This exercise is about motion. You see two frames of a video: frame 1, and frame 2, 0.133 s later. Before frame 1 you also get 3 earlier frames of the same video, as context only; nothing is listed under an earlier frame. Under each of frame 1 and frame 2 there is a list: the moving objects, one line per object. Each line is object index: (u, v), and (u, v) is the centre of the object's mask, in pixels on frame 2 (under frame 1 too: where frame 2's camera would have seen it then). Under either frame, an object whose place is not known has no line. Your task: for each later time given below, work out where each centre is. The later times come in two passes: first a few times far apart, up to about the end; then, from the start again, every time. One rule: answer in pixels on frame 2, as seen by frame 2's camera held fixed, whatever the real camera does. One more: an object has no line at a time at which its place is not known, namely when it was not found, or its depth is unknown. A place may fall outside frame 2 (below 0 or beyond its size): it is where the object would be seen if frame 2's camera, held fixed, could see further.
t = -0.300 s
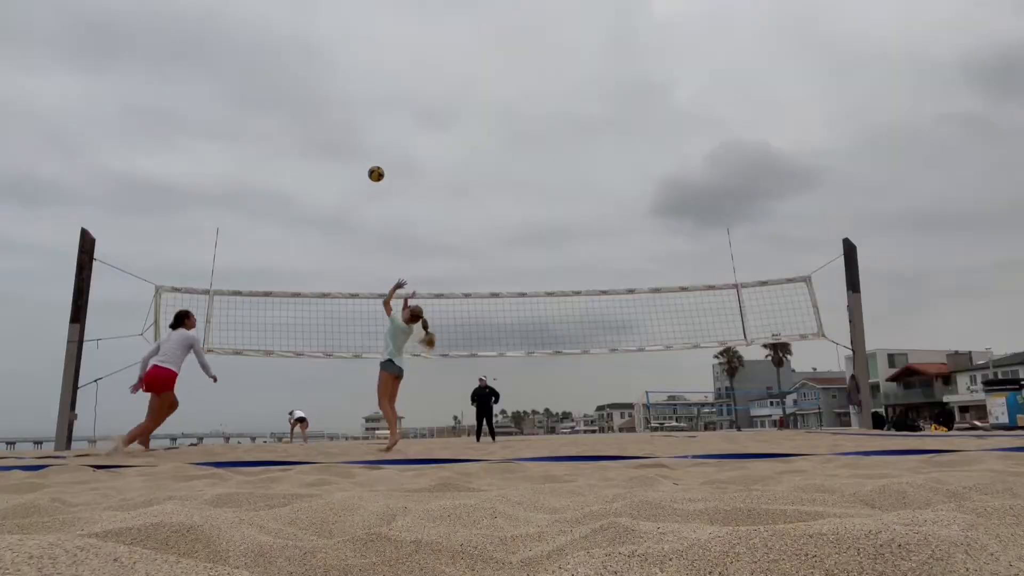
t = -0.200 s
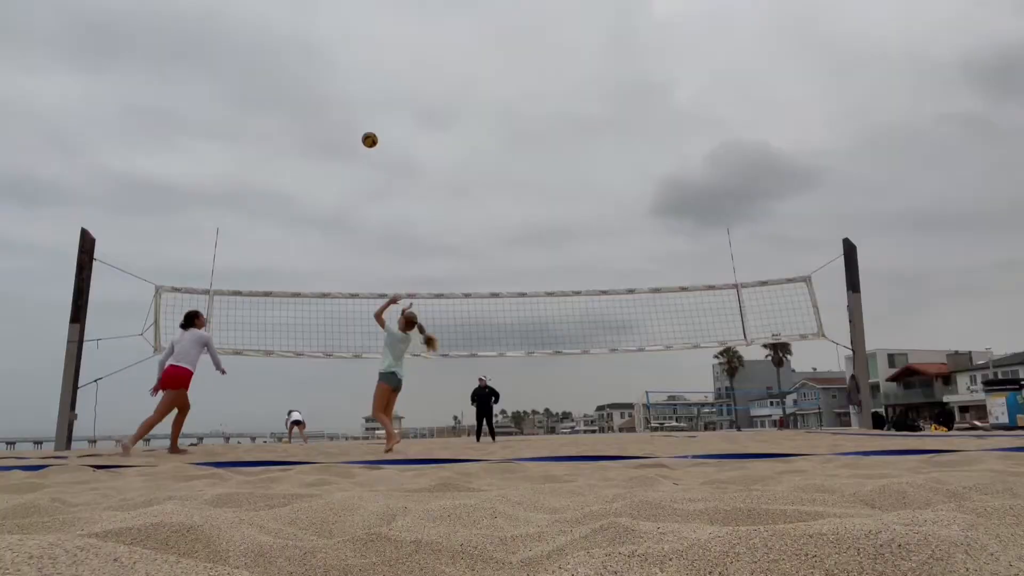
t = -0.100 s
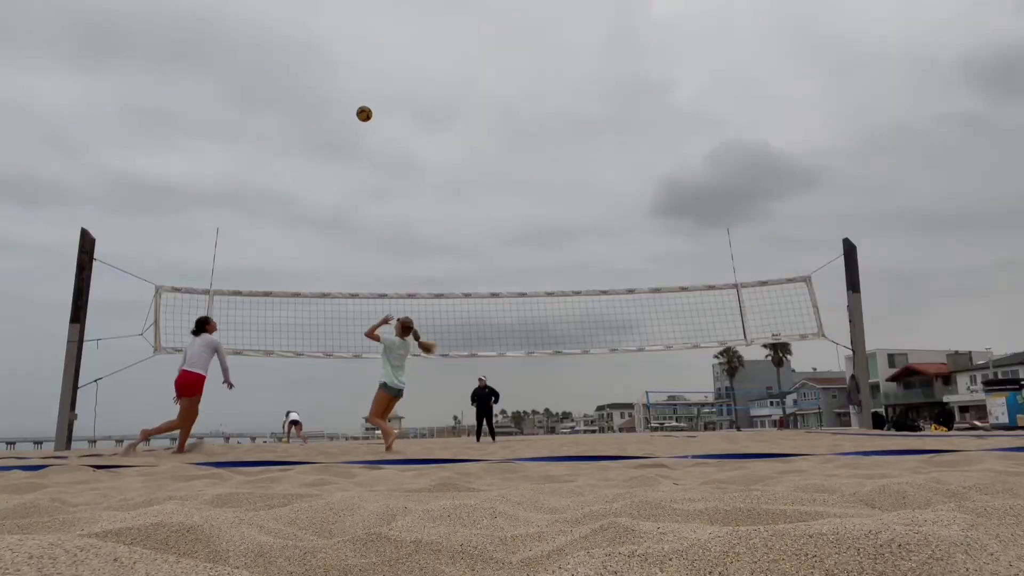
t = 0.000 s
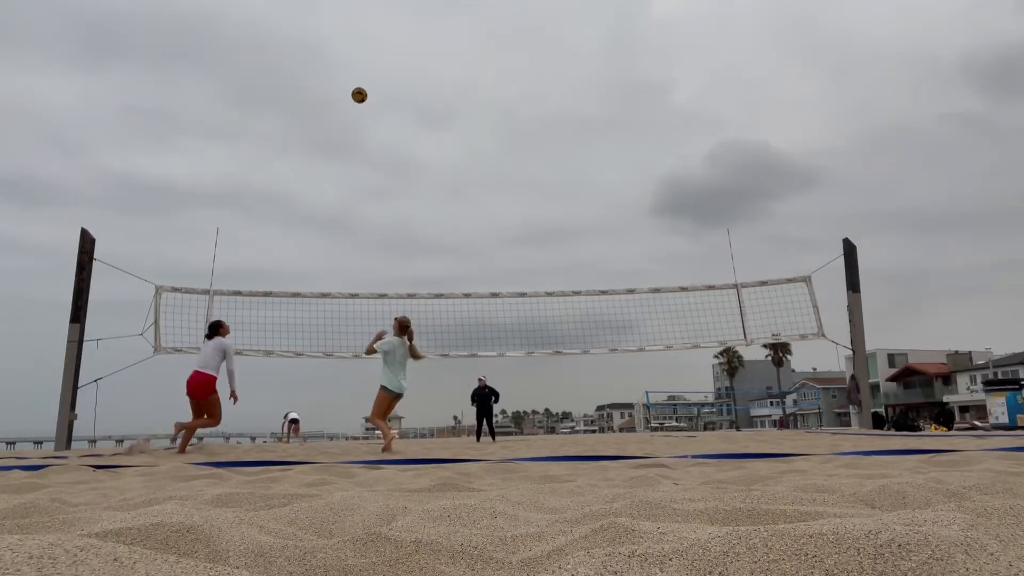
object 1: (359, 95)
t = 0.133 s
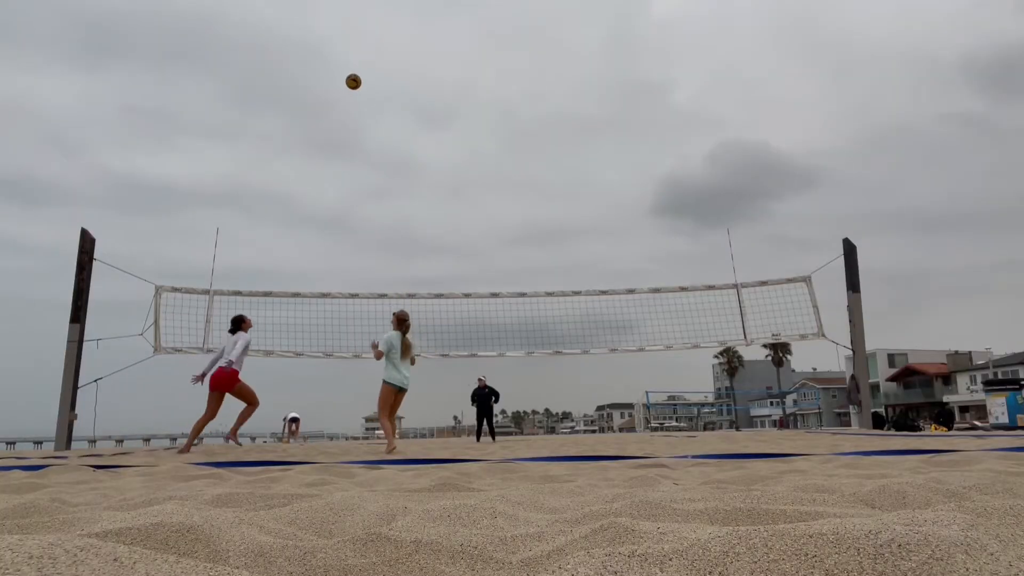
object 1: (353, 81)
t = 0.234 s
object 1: (349, 79)
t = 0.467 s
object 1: (341, 100)
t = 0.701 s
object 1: (334, 155)
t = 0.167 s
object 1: (352, 80)
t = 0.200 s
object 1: (351, 79)
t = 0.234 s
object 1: (349, 79)
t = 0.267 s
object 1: (348, 80)
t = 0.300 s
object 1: (347, 82)
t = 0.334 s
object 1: (345, 84)
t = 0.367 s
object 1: (344, 87)
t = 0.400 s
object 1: (343, 90)
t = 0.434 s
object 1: (342, 95)
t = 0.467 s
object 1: (341, 100)
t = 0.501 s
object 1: (340, 106)
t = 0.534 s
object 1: (339, 112)
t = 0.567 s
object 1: (338, 119)
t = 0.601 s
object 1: (337, 127)
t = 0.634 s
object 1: (336, 136)
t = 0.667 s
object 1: (335, 145)
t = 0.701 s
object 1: (334, 155)
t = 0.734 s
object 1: (333, 166)
